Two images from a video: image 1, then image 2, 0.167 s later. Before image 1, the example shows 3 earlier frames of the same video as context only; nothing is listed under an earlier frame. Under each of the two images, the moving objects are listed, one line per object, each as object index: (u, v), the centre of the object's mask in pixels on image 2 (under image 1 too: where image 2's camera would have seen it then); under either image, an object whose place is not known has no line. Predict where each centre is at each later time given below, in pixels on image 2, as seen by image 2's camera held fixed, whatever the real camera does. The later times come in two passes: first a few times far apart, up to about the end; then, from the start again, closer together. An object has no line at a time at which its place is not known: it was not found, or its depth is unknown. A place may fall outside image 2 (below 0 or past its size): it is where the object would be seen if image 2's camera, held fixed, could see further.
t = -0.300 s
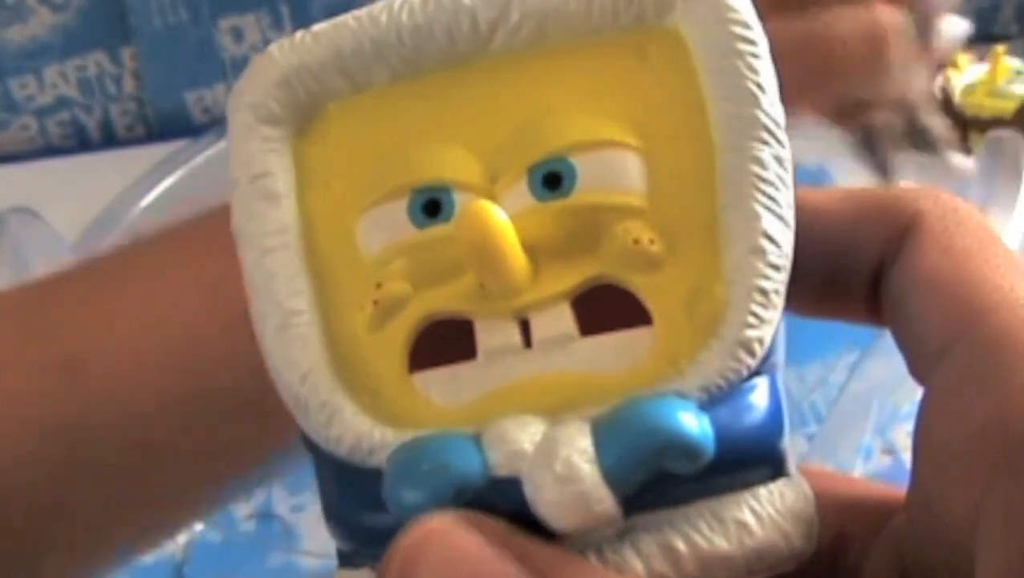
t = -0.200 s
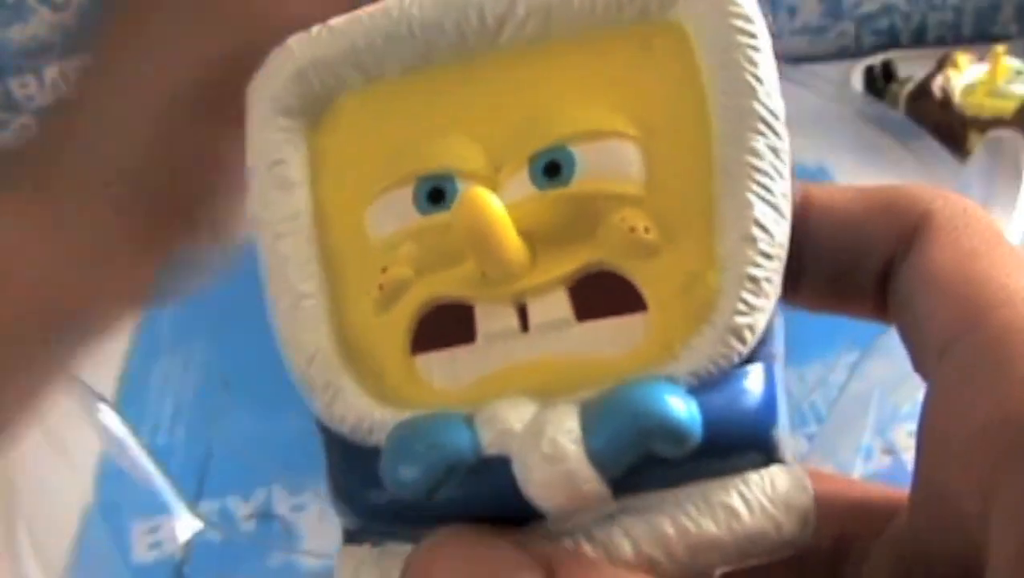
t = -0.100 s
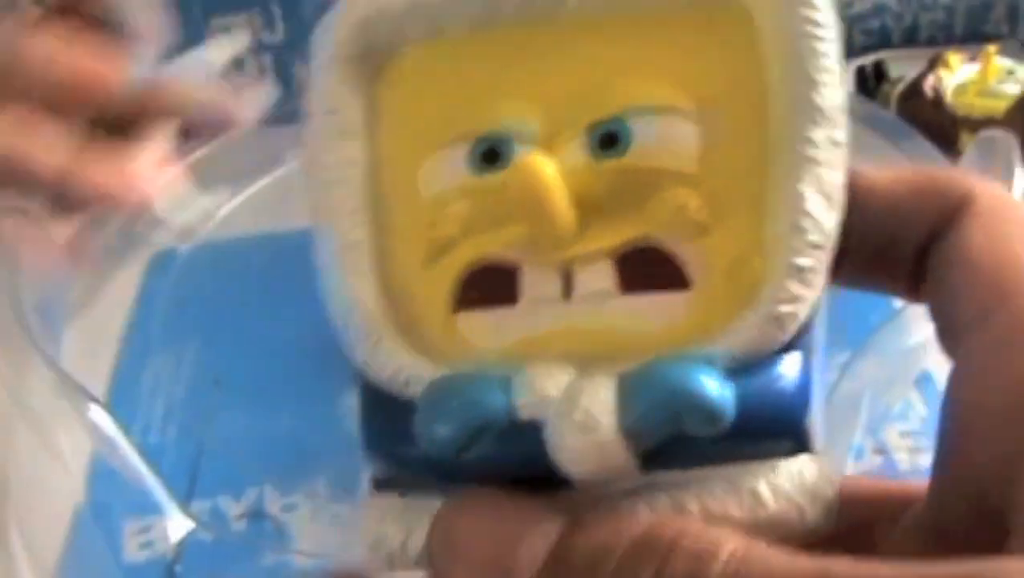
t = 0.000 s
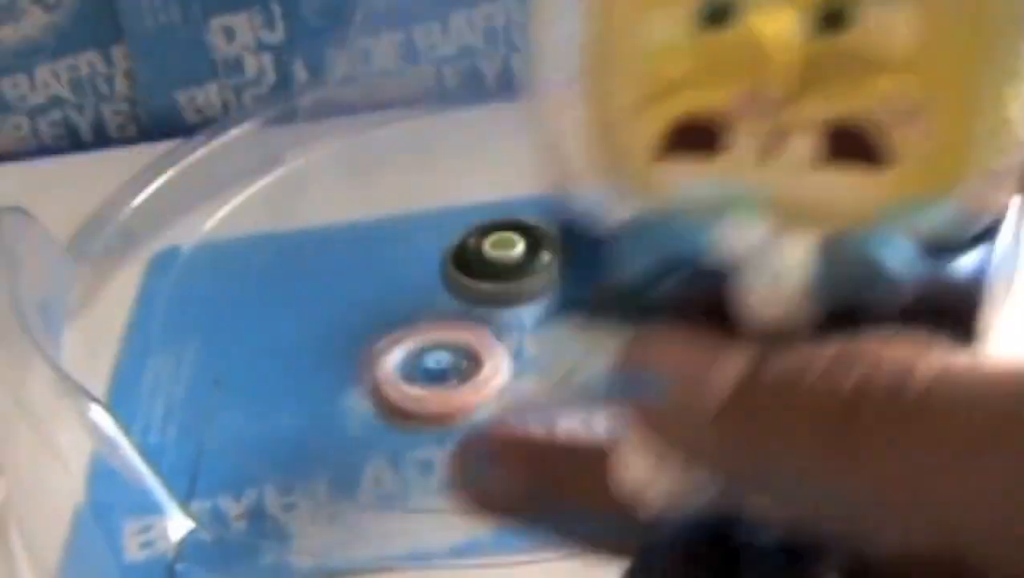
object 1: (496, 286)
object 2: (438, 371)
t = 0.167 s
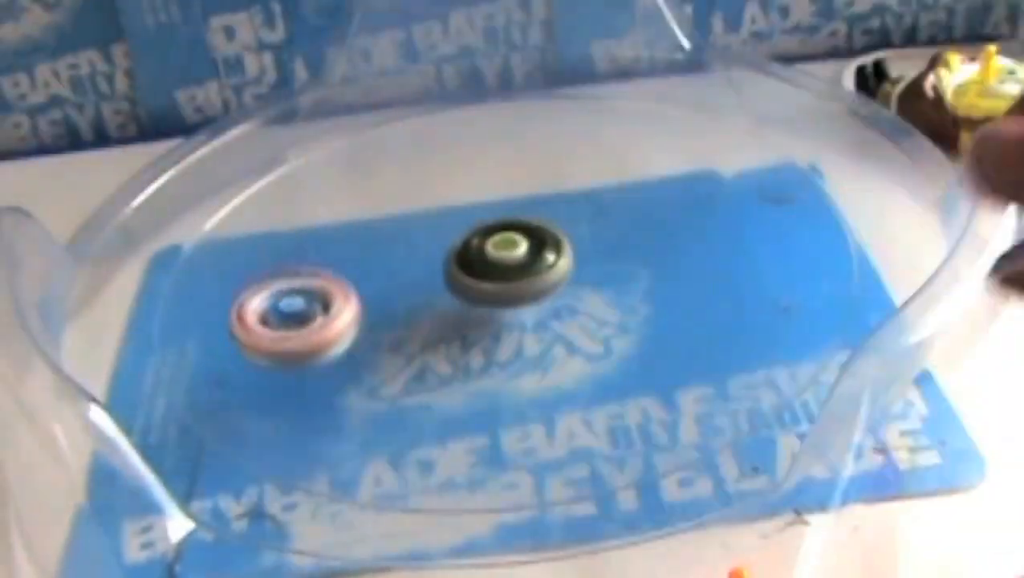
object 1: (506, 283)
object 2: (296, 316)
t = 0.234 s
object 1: (506, 284)
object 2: (286, 277)
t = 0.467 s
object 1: (505, 285)
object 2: (406, 171)
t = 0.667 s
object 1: (503, 289)
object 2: (589, 168)
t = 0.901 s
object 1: (499, 297)
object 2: (670, 277)
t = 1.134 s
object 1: (492, 301)
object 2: (463, 372)
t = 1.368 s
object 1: (486, 305)
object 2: (293, 288)
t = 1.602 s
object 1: (483, 303)
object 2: (393, 179)
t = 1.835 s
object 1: (473, 306)
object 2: (597, 172)
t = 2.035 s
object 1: (469, 306)
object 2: (669, 264)
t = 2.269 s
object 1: (460, 302)
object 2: (491, 368)
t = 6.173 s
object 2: (360, 230)
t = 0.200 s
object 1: (506, 283)
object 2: (287, 296)
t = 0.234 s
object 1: (506, 284)
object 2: (286, 277)
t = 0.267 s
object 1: (506, 283)
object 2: (292, 259)
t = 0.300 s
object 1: (505, 284)
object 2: (300, 240)
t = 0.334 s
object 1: (505, 284)
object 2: (314, 222)
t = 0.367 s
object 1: (505, 285)
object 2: (333, 206)
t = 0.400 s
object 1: (506, 284)
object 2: (354, 193)
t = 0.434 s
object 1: (506, 285)
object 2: (379, 181)
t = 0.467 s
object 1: (505, 285)
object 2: (406, 171)
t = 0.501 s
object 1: (505, 286)
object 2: (437, 164)
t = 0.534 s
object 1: (504, 286)
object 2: (468, 158)
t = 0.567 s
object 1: (504, 288)
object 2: (500, 156)
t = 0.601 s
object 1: (504, 289)
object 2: (531, 157)
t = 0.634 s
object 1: (503, 289)
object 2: (561, 161)
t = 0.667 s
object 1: (503, 289)
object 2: (589, 168)
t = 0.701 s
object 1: (502, 290)
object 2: (615, 177)
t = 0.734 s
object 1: (501, 292)
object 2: (637, 190)
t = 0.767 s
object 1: (499, 293)
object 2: (654, 203)
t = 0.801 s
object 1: (498, 294)
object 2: (668, 220)
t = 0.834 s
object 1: (498, 295)
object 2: (675, 239)
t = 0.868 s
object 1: (499, 296)
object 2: (675, 257)
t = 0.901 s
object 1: (499, 297)
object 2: (670, 277)
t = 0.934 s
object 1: (498, 296)
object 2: (657, 298)
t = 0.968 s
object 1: (495, 299)
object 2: (638, 317)
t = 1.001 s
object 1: (494, 299)
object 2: (613, 334)
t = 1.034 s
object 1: (491, 300)
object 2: (579, 349)
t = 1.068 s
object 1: (490, 298)
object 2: (543, 361)
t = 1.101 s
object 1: (490, 299)
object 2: (504, 371)
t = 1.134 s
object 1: (492, 301)
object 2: (463, 372)
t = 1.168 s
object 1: (493, 303)
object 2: (425, 371)
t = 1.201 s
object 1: (491, 305)
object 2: (389, 366)
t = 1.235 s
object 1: (491, 304)
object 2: (358, 357)
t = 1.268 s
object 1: (488, 305)
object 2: (333, 344)
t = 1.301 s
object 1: (487, 305)
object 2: (312, 326)
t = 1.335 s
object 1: (485, 305)
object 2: (299, 308)
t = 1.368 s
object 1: (486, 305)
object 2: (293, 288)
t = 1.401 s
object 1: (485, 306)
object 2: (295, 269)
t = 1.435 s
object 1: (485, 305)
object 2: (301, 252)
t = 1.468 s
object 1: (486, 304)
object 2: (312, 235)
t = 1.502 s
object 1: (485, 305)
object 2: (327, 218)
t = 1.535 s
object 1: (485, 303)
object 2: (346, 204)
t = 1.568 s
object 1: (483, 303)
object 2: (369, 191)
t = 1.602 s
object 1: (483, 303)
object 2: (393, 179)
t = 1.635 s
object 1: (482, 304)
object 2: (420, 171)
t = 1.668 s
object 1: (480, 305)
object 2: (451, 164)
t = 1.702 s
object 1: (479, 306)
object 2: (482, 161)
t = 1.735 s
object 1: (477, 306)
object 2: (511, 159)
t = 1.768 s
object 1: (477, 307)
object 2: (540, 161)
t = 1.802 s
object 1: (474, 307)
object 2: (569, 165)
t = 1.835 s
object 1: (473, 306)
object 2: (597, 172)
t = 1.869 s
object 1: (472, 305)
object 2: (619, 183)
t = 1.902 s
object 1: (470, 307)
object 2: (640, 196)
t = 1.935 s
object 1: (471, 306)
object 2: (654, 210)
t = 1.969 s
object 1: (471, 306)
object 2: (666, 226)
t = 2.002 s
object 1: (470, 306)
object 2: (670, 245)
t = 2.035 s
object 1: (469, 306)
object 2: (669, 264)
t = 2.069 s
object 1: (469, 306)
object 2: (661, 283)
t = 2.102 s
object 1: (467, 305)
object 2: (646, 303)
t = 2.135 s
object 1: (466, 305)
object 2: (626, 321)
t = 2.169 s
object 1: (465, 304)
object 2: (598, 336)
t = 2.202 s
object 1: (464, 305)
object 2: (566, 350)
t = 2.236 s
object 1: (460, 302)
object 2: (529, 361)
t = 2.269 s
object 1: (460, 302)
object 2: (491, 368)
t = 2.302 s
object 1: (461, 301)
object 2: (452, 367)
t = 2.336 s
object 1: (464, 301)
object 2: (416, 364)
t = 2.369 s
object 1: (462, 301)
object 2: (385, 359)
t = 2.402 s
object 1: (461, 302)
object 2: (355, 350)
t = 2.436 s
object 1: (462, 302)
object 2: (331, 339)
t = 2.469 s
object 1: (460, 300)
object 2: (316, 321)
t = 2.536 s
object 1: (466, 300)
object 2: (301, 287)
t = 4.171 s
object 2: (588, 177)
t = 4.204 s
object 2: (610, 185)
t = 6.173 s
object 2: (360, 230)
